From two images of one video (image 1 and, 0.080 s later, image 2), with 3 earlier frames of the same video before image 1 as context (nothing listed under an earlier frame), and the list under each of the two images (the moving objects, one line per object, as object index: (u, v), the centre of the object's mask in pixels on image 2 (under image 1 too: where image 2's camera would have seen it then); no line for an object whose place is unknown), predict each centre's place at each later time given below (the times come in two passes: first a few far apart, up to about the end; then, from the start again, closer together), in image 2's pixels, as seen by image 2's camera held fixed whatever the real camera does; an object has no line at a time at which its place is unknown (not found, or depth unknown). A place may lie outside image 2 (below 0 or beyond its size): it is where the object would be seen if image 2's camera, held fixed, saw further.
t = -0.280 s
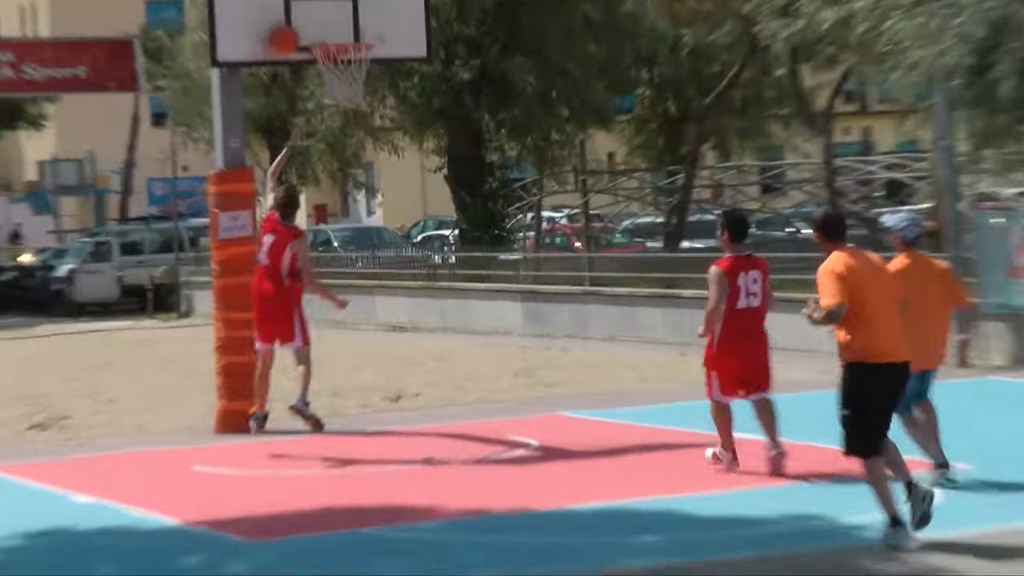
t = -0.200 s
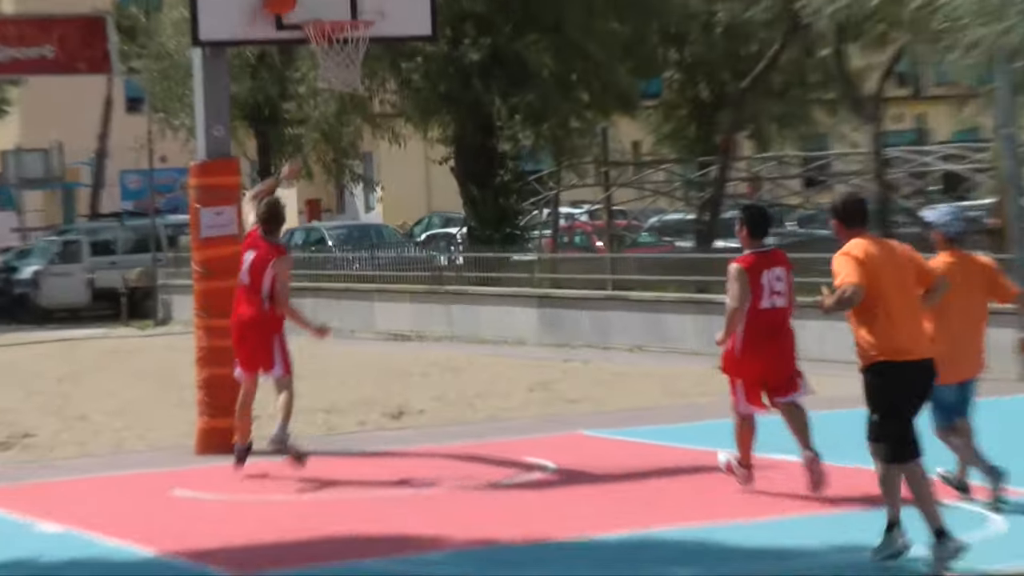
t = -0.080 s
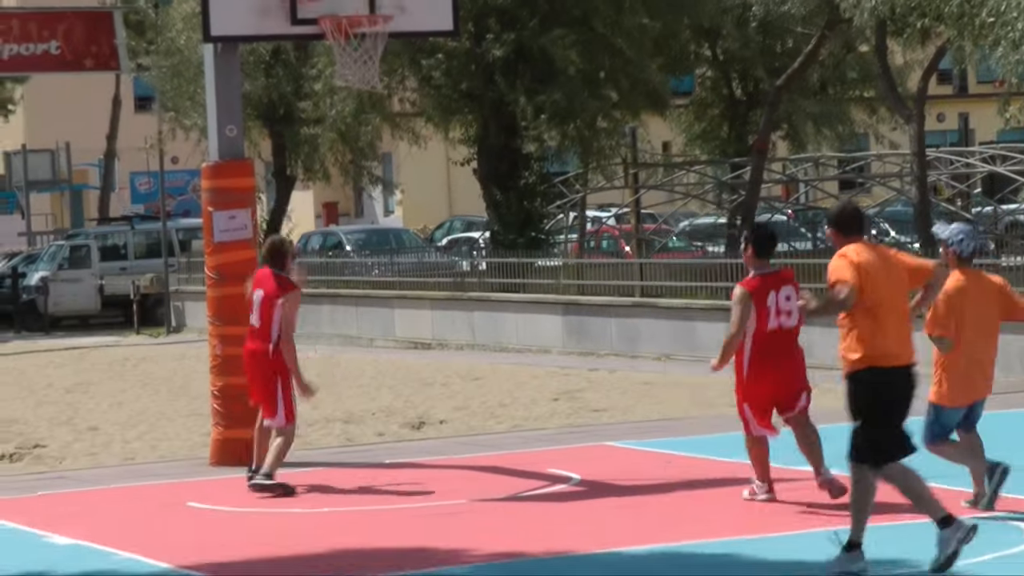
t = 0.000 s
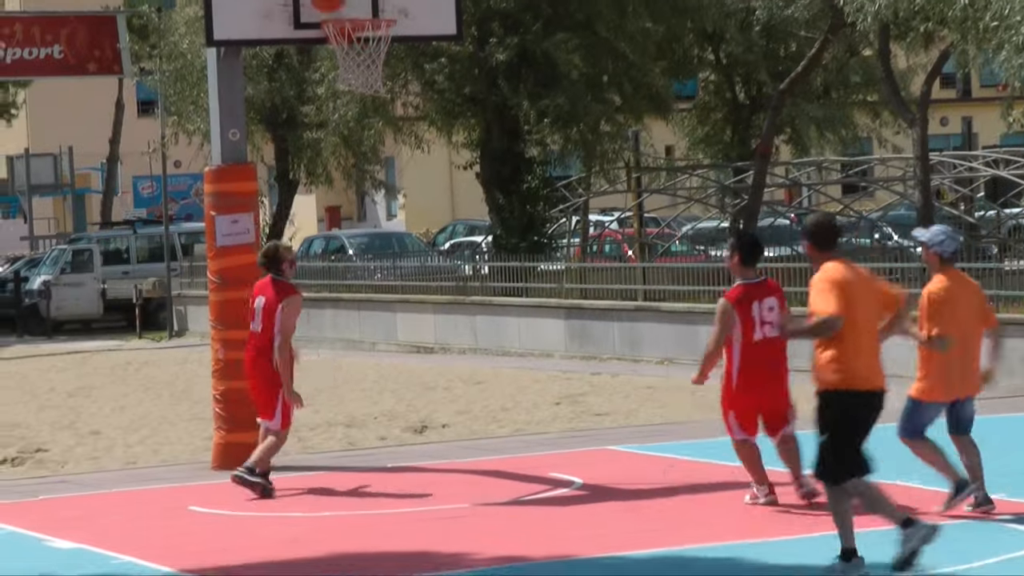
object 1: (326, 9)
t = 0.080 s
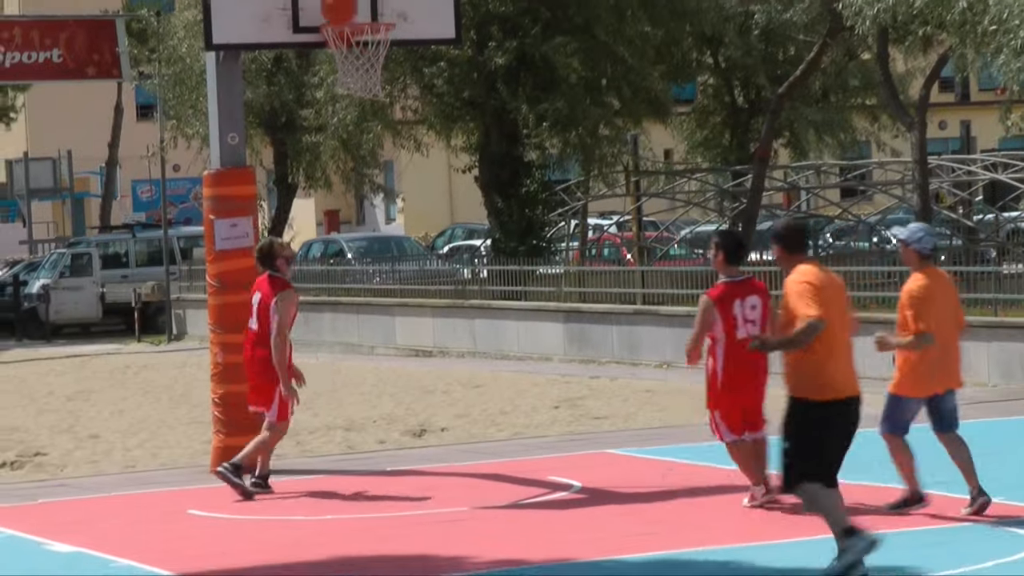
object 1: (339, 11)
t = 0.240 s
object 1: (361, 22)
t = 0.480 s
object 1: (384, 90)
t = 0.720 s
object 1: (387, 191)
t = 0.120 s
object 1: (345, 10)
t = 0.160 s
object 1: (352, 10)
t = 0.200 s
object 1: (358, 11)
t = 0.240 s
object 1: (361, 22)
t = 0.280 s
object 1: (367, 36)
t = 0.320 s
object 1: (378, 49)
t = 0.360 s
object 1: (381, 61)
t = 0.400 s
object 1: (385, 76)
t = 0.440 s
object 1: (385, 85)
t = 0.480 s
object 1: (384, 90)
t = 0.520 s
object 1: (385, 98)
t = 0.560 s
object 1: (385, 111)
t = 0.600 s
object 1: (385, 128)
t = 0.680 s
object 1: (386, 171)
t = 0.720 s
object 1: (387, 191)
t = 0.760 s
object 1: (389, 217)
